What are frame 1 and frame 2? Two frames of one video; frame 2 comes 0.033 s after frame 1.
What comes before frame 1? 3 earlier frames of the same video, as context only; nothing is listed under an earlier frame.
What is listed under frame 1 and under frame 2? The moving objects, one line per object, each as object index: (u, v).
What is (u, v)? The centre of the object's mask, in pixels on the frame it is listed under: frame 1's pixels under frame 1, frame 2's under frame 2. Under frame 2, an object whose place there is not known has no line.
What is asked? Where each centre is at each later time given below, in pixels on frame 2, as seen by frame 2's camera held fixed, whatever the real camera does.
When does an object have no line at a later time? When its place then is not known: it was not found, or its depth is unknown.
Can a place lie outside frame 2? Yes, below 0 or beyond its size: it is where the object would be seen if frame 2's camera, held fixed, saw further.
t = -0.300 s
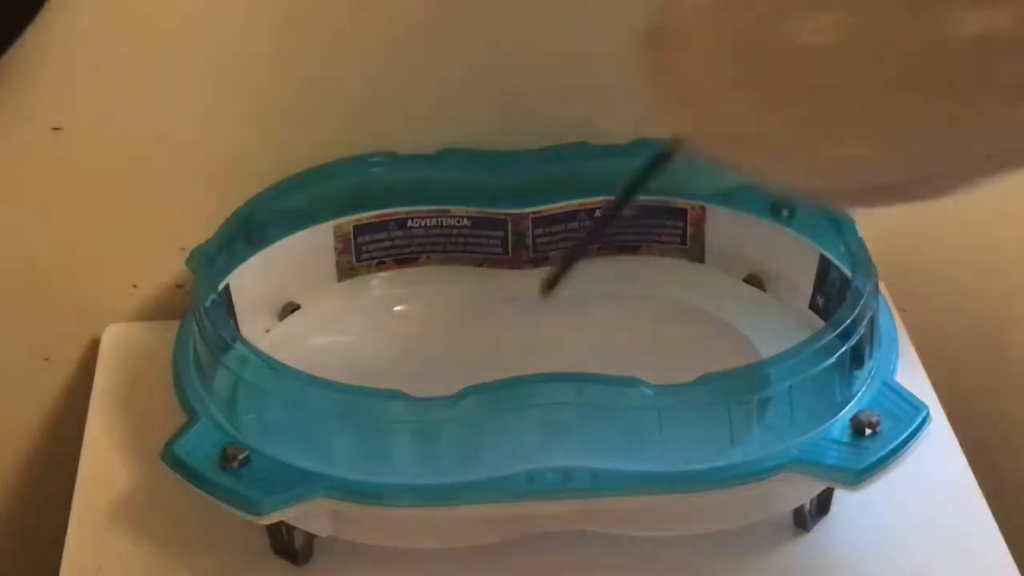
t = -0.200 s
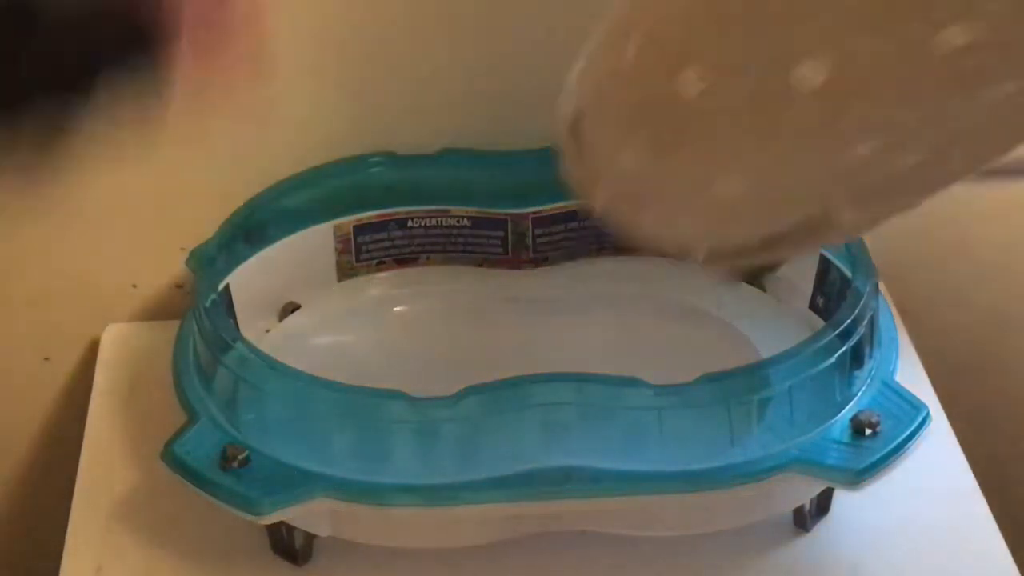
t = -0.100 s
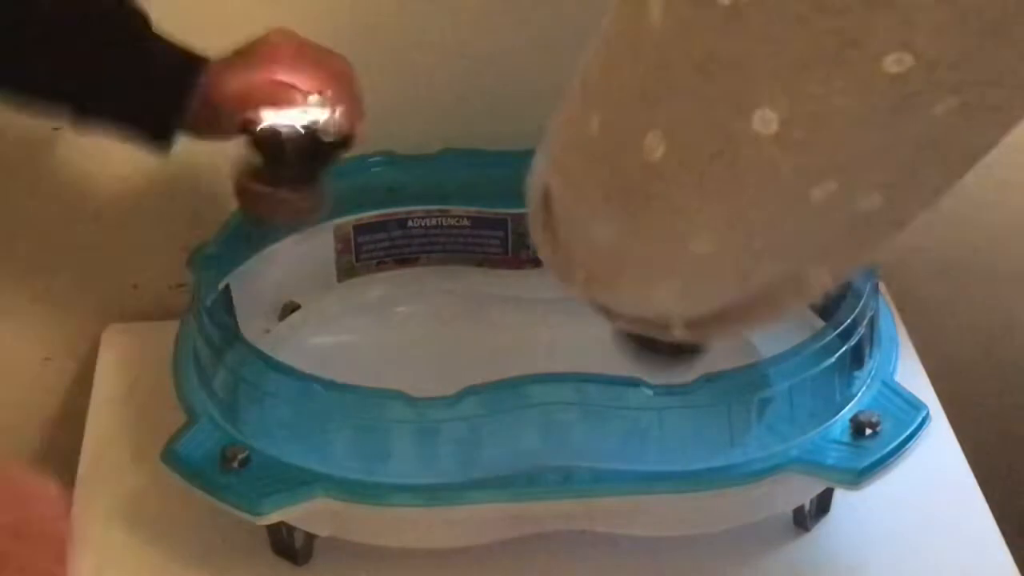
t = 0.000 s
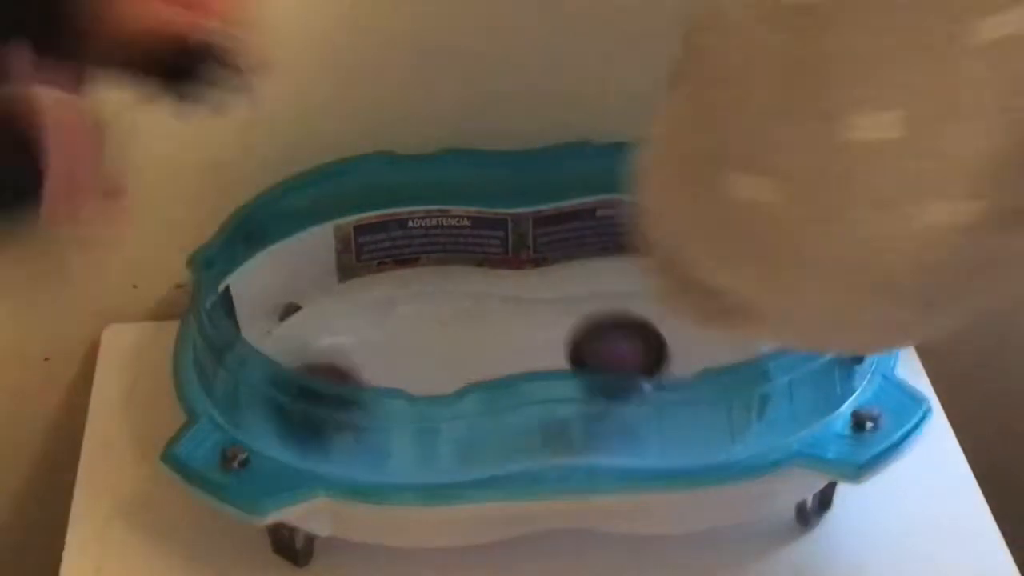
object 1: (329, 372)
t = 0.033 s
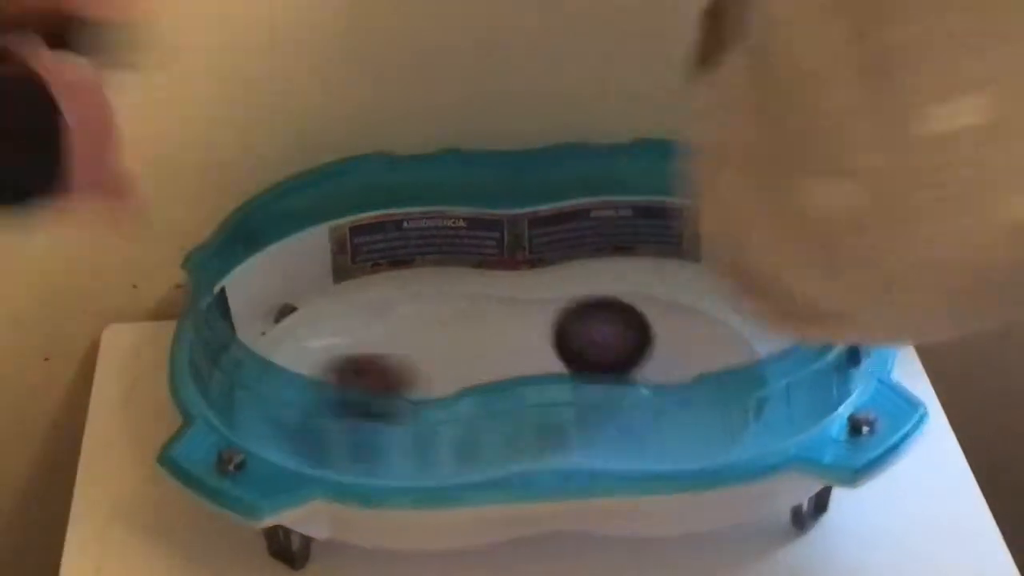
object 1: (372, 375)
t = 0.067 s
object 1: (426, 376)
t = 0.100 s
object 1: (472, 378)
